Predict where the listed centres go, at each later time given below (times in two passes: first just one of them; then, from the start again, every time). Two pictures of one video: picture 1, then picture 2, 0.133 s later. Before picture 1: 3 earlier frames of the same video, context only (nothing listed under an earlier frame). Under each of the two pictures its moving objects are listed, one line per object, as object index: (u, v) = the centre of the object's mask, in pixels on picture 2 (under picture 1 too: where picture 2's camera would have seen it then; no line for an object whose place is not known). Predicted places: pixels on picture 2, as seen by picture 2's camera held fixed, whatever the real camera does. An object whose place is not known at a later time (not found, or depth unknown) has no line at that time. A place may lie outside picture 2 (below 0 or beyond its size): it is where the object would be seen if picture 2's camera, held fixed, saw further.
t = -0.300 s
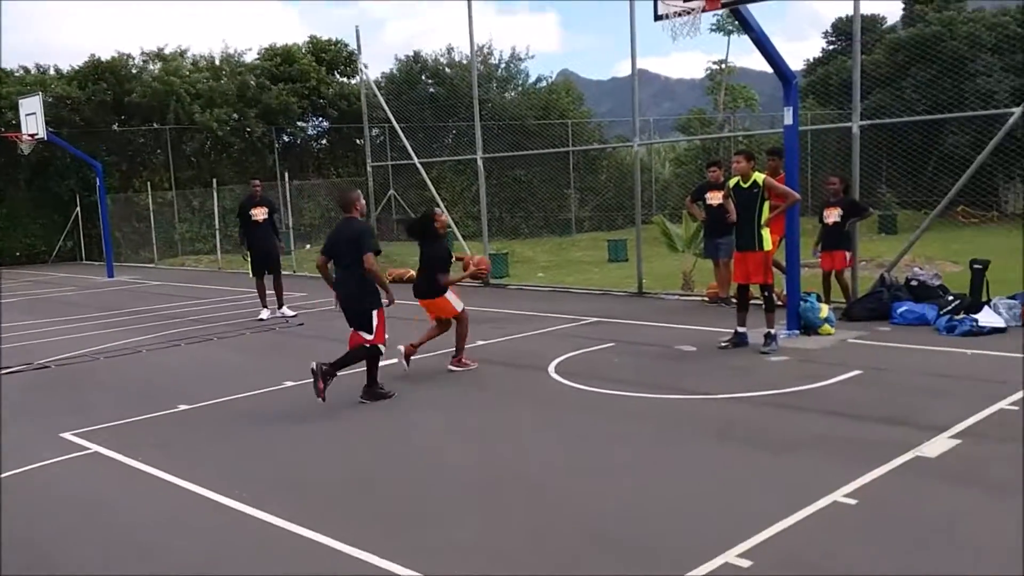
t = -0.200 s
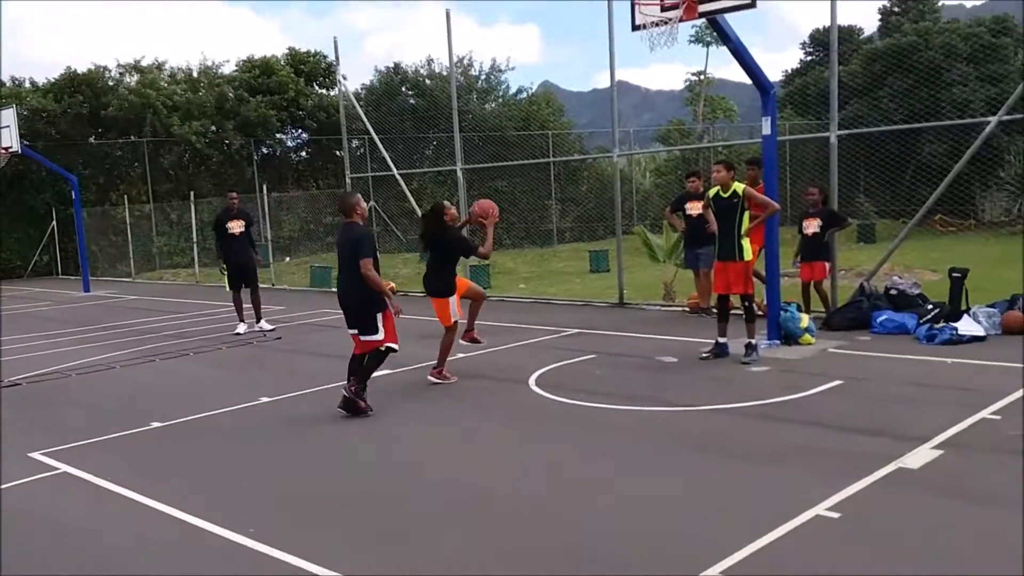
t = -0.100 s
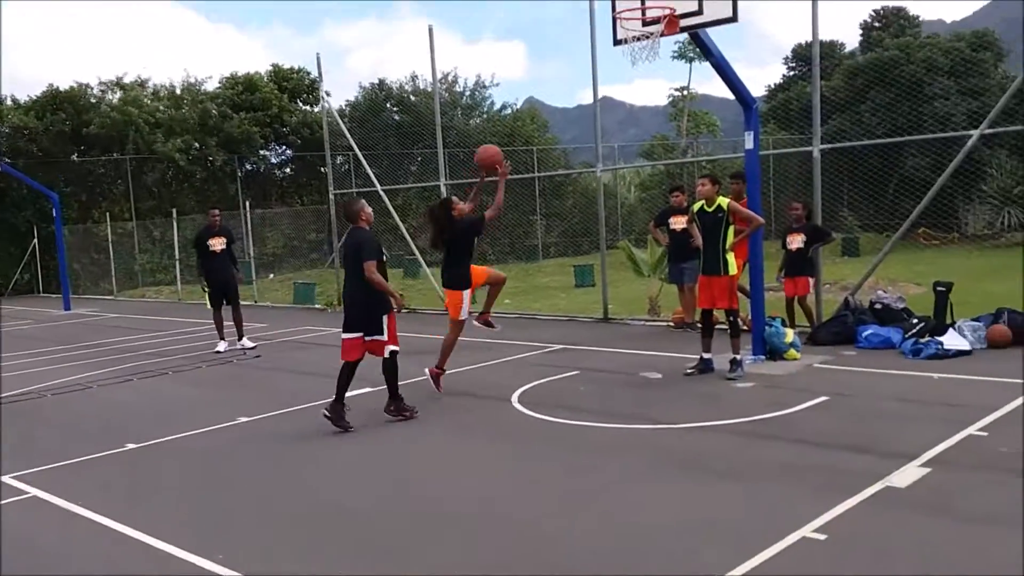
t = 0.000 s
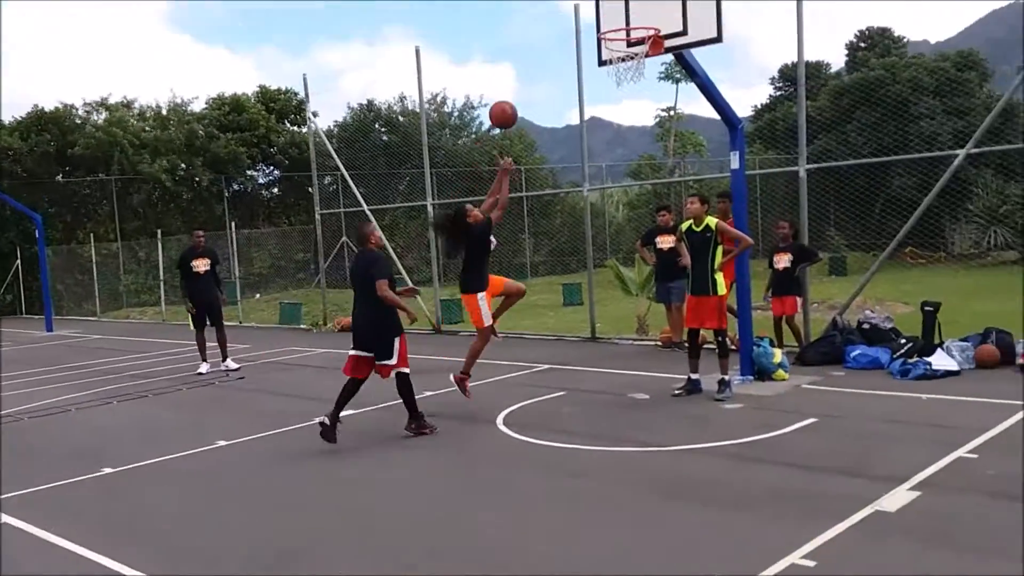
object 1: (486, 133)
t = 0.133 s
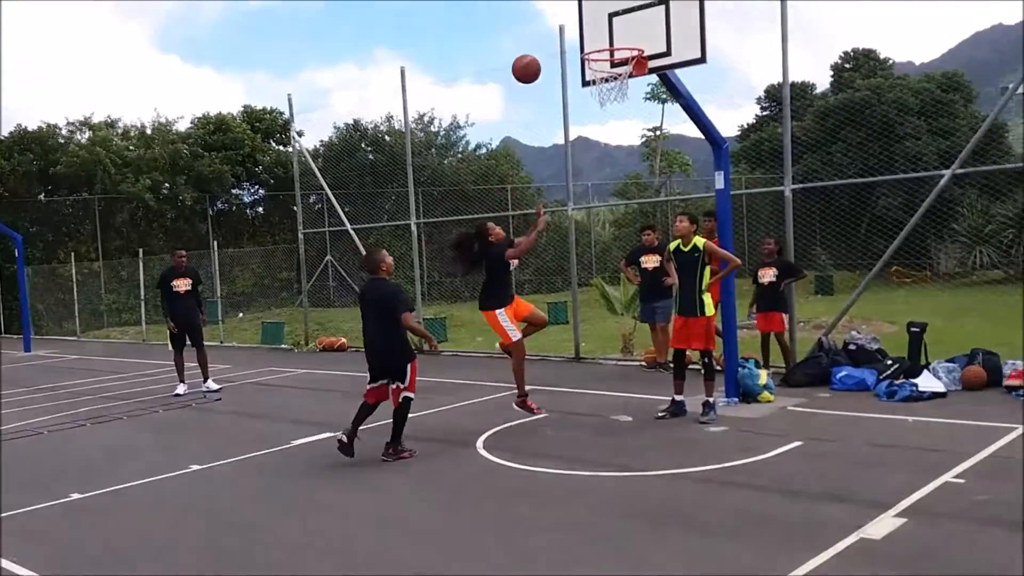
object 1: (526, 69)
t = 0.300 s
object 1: (576, 15)
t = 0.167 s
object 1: (536, 56)
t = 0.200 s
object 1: (546, 45)
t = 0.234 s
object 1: (557, 34)
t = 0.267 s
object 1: (566, 24)
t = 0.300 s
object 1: (576, 15)
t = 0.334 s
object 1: (587, 9)
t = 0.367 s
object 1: (597, 4)
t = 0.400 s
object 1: (597, 3)
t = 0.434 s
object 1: (596, 2)
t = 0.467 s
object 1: (596, 3)
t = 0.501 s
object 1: (596, 4)
